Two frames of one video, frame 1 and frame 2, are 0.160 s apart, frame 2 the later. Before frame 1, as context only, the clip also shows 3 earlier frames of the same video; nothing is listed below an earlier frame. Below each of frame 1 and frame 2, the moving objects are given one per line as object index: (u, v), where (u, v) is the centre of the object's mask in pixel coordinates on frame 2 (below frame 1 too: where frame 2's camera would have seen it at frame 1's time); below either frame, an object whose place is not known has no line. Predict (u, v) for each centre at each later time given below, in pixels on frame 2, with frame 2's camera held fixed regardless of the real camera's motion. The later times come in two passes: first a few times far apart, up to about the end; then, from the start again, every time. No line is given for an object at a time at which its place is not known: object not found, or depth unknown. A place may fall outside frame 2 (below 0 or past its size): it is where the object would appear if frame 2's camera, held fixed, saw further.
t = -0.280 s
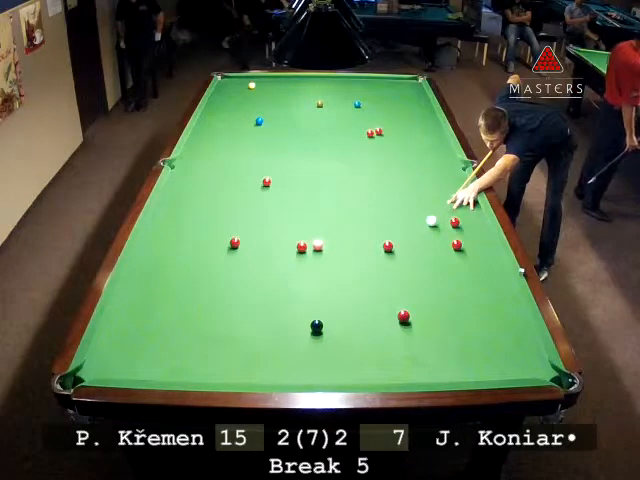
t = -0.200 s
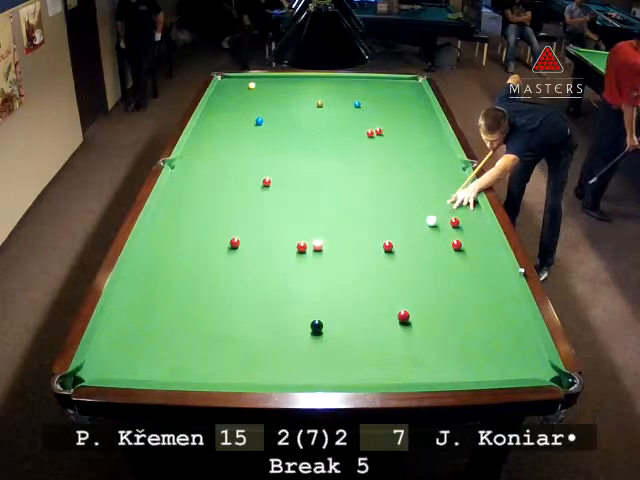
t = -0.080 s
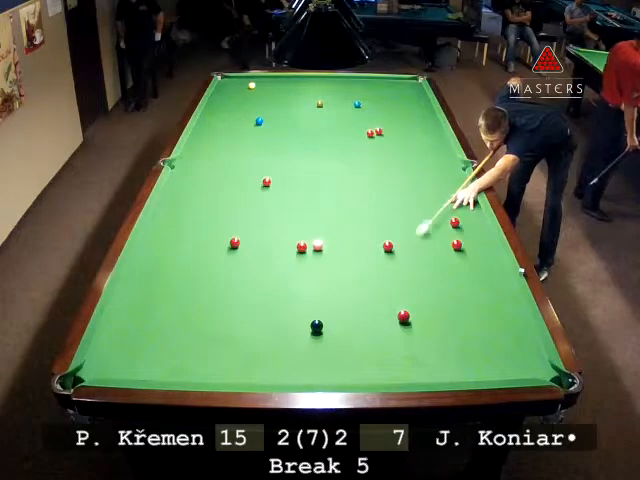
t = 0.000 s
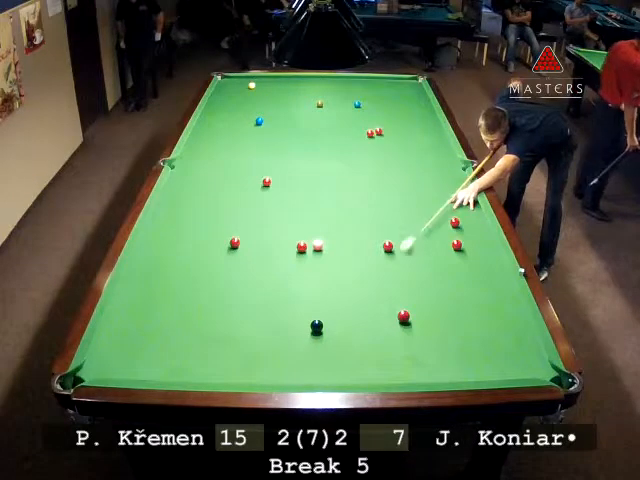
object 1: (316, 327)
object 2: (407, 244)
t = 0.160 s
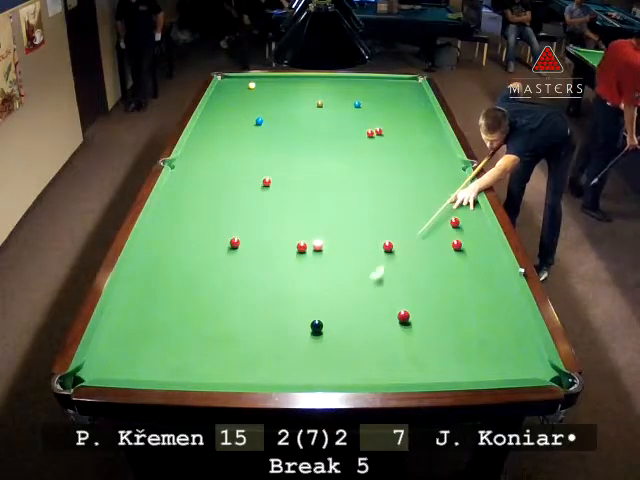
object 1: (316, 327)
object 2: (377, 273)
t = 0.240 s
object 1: (316, 327)
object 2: (362, 288)
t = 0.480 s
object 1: (297, 332)
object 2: (334, 335)
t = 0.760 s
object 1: (243, 343)
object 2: (336, 372)
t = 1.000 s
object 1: (199, 352)
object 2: (336, 340)
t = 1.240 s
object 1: (156, 359)
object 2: (337, 314)
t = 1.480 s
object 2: (338, 290)
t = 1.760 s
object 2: (338, 267)
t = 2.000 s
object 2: (339, 250)
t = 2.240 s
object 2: (339, 236)
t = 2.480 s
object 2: (339, 222)
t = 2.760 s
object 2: (339, 208)
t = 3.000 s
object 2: (339, 199)
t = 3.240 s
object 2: (338, 190)
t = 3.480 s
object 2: (338, 182)
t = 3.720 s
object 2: (338, 175)
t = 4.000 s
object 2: (337, 168)
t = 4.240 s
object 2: (337, 162)
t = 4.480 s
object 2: (337, 158)
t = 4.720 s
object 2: (337, 154)
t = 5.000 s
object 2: (337, 150)
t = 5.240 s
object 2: (336, 147)
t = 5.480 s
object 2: (336, 144)
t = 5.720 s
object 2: (336, 143)
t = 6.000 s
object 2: (336, 140)
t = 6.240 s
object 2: (335, 139)
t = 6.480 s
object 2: (335, 138)
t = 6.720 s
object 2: (335, 138)
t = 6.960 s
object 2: (335, 138)
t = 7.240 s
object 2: (335, 138)
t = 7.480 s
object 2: (335, 138)
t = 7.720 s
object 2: (335, 138)
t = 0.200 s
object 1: (316, 327)
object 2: (370, 280)
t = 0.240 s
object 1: (316, 327)
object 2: (362, 288)
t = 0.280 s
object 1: (316, 327)
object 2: (355, 296)
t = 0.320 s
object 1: (316, 327)
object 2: (347, 304)
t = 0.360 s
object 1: (316, 327)
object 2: (338, 312)
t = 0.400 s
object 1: (315, 328)
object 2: (330, 321)
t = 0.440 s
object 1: (306, 330)
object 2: (332, 328)
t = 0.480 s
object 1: (297, 332)
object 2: (334, 335)
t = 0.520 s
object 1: (288, 334)
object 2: (334, 342)
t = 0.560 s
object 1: (281, 335)
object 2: (334, 349)
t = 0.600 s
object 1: (274, 337)
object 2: (334, 357)
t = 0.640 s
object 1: (266, 338)
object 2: (335, 364)
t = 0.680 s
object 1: (258, 340)
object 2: (335, 372)
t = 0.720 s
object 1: (251, 341)
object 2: (335, 376)
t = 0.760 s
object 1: (243, 343)
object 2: (336, 372)
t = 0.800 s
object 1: (235, 345)
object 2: (336, 365)
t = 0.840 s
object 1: (228, 346)
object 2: (336, 360)
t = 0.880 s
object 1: (221, 347)
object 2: (336, 355)
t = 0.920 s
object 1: (214, 348)
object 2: (336, 349)
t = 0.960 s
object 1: (206, 350)
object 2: (336, 345)
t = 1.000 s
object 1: (199, 352)
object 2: (336, 340)
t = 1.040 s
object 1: (191, 353)
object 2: (337, 335)
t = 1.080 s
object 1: (184, 354)
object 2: (337, 331)
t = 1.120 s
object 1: (177, 355)
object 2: (337, 327)
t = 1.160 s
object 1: (170, 357)
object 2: (337, 322)
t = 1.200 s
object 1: (163, 357)
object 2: (337, 318)
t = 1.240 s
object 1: (156, 359)
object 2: (337, 314)
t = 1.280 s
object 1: (149, 361)
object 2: (337, 310)
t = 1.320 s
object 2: (337, 305)
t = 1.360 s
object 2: (338, 301)
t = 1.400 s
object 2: (338, 298)
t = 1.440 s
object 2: (338, 294)
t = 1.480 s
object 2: (338, 290)
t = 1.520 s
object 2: (338, 287)
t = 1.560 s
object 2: (338, 284)
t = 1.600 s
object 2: (338, 280)
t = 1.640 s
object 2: (338, 277)
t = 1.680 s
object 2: (338, 273)
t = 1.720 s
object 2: (338, 270)
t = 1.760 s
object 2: (338, 267)
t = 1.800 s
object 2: (338, 265)
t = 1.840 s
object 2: (338, 262)
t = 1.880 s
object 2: (338, 259)
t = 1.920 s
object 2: (338, 255)
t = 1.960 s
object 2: (339, 253)
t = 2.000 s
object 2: (339, 250)
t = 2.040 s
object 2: (339, 248)
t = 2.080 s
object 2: (339, 245)
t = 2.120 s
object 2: (339, 243)
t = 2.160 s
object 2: (339, 240)
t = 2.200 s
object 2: (339, 238)
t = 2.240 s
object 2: (339, 236)
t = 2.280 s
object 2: (339, 233)
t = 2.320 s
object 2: (339, 231)
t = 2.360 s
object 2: (339, 228)
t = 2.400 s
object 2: (339, 226)
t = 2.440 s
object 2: (339, 224)
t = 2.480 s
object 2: (339, 222)
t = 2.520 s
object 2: (339, 220)
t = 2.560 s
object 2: (339, 218)
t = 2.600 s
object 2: (339, 216)
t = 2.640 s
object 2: (339, 214)
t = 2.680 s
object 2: (339, 212)
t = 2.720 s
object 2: (339, 210)
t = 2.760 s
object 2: (339, 208)
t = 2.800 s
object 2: (339, 207)
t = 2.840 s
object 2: (339, 205)
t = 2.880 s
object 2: (339, 203)
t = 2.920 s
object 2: (339, 202)
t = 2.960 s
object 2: (339, 200)
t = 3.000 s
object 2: (339, 199)
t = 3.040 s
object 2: (339, 197)
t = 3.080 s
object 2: (339, 196)
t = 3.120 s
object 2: (338, 193)
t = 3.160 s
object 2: (338, 192)
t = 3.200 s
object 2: (339, 191)
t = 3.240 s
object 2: (338, 190)
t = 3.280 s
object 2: (338, 188)
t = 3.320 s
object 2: (338, 187)
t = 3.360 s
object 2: (338, 186)
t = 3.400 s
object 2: (338, 184)
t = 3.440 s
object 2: (338, 183)
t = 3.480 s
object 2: (338, 182)
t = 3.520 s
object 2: (338, 181)
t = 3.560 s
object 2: (338, 179)
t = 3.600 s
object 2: (338, 178)
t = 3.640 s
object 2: (338, 177)
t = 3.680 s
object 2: (338, 176)
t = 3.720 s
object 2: (338, 175)
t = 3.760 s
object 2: (338, 174)
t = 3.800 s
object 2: (338, 173)
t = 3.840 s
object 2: (338, 171)
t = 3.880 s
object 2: (337, 170)
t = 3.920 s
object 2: (337, 170)
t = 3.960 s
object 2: (337, 169)
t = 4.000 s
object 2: (337, 168)
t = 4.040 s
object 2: (337, 167)
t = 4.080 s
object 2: (337, 166)
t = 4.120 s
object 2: (337, 165)
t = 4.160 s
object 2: (337, 164)
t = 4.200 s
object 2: (337, 164)
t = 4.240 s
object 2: (337, 162)
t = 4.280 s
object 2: (337, 161)
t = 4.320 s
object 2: (337, 161)
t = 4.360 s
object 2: (337, 160)
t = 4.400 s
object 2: (337, 159)
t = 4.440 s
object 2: (337, 159)
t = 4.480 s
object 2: (337, 158)
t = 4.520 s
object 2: (337, 157)
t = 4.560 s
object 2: (337, 156)
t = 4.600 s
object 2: (337, 156)
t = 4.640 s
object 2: (337, 155)
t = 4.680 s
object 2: (337, 154)
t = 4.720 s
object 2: (337, 154)
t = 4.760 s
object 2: (337, 153)
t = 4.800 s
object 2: (337, 153)
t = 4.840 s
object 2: (337, 152)
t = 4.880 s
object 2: (337, 151)
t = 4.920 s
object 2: (337, 151)
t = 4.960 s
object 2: (337, 150)
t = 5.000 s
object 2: (337, 150)
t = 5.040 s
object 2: (337, 149)
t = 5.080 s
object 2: (337, 149)
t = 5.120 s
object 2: (336, 148)
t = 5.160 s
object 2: (336, 148)
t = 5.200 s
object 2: (336, 147)
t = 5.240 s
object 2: (336, 147)
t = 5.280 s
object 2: (336, 146)
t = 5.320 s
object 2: (336, 146)
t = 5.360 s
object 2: (336, 146)
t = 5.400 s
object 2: (336, 145)
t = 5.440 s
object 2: (336, 145)
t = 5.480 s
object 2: (336, 144)
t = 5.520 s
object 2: (336, 144)
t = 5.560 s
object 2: (336, 143)
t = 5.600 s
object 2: (336, 143)
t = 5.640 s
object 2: (336, 142)
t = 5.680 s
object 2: (336, 142)
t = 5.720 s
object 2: (336, 143)
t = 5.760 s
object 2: (336, 142)
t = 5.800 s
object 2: (336, 142)
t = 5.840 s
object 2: (336, 141)
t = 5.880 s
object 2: (336, 141)
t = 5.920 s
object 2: (336, 141)
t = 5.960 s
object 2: (336, 141)
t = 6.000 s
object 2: (336, 140)
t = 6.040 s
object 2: (336, 140)
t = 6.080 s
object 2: (336, 140)
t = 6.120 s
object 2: (335, 139)
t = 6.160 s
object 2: (335, 139)
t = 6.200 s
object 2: (335, 139)
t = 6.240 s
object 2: (335, 139)
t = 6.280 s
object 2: (335, 139)
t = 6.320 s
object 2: (335, 139)
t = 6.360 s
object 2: (335, 139)
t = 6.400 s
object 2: (335, 139)
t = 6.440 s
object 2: (335, 139)
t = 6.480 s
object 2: (335, 138)
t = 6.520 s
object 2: (335, 139)
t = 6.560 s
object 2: (335, 138)
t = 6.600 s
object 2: (335, 138)
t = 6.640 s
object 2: (335, 138)
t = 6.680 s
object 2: (335, 138)
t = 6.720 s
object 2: (335, 138)
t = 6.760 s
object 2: (335, 138)
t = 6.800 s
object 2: (335, 138)
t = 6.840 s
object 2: (335, 138)
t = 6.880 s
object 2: (335, 138)
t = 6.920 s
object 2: (335, 138)
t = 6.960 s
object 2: (335, 138)
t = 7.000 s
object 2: (335, 138)
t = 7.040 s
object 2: (335, 138)
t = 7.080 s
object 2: (335, 138)
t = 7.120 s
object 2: (335, 138)
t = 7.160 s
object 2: (335, 138)
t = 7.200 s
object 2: (335, 138)
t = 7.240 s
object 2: (335, 138)
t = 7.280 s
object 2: (335, 138)
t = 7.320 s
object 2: (335, 138)
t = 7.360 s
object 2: (335, 138)
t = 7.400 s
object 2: (335, 138)
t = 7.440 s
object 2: (335, 138)
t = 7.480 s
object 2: (335, 138)
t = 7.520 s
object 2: (335, 138)
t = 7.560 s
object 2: (335, 138)
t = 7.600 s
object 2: (335, 138)
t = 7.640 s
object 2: (335, 138)
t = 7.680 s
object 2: (335, 138)
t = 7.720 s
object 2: (335, 138)
